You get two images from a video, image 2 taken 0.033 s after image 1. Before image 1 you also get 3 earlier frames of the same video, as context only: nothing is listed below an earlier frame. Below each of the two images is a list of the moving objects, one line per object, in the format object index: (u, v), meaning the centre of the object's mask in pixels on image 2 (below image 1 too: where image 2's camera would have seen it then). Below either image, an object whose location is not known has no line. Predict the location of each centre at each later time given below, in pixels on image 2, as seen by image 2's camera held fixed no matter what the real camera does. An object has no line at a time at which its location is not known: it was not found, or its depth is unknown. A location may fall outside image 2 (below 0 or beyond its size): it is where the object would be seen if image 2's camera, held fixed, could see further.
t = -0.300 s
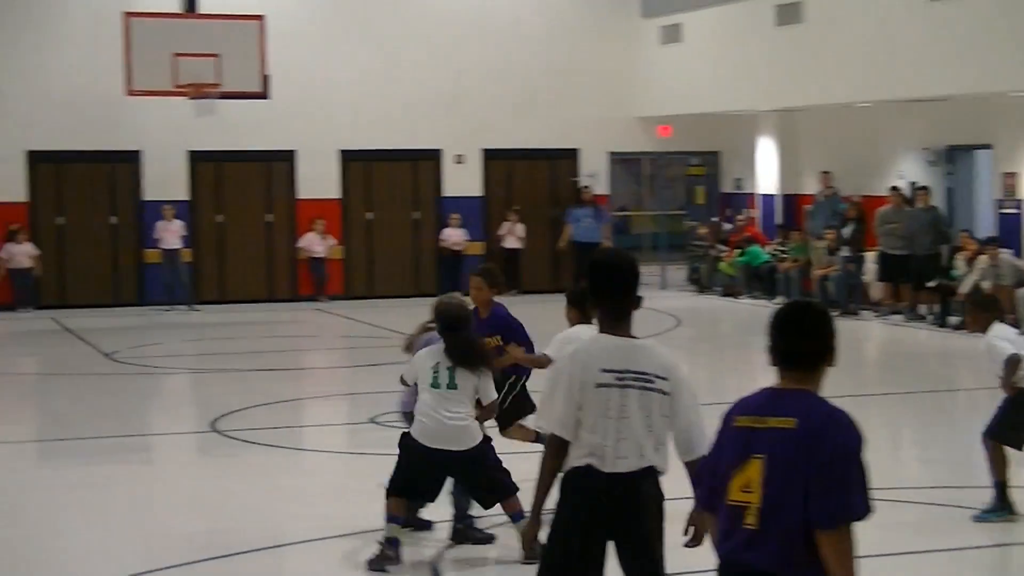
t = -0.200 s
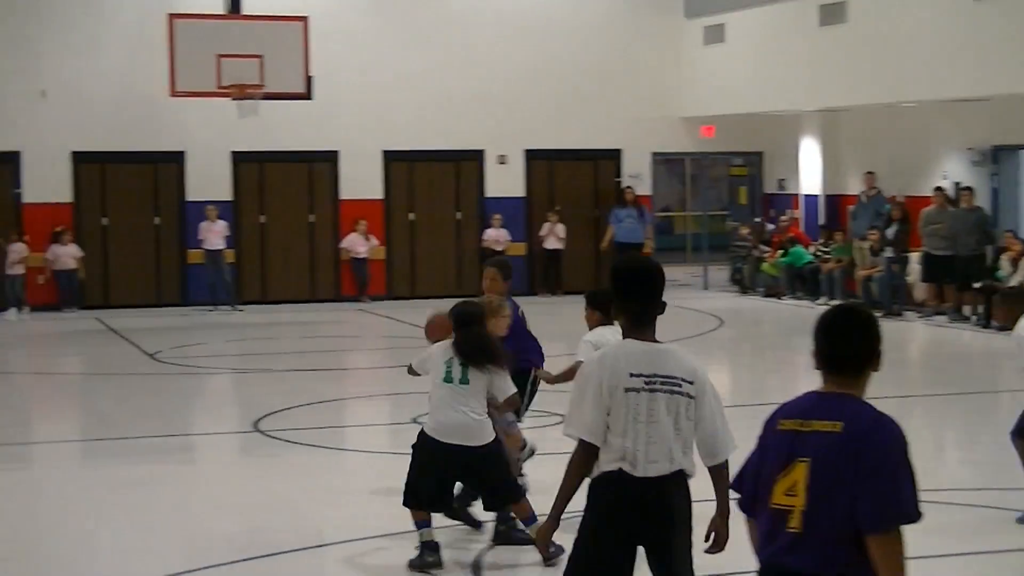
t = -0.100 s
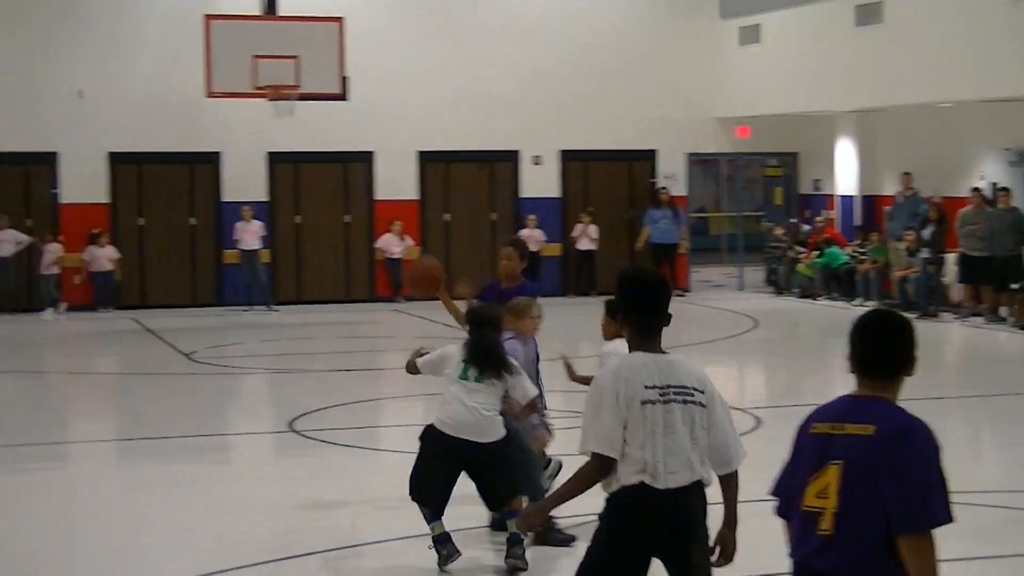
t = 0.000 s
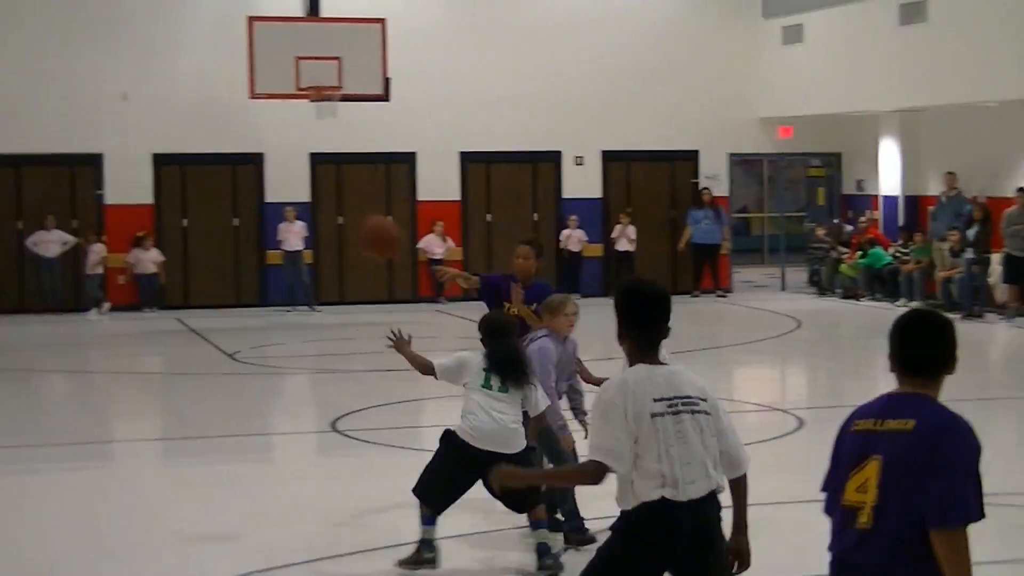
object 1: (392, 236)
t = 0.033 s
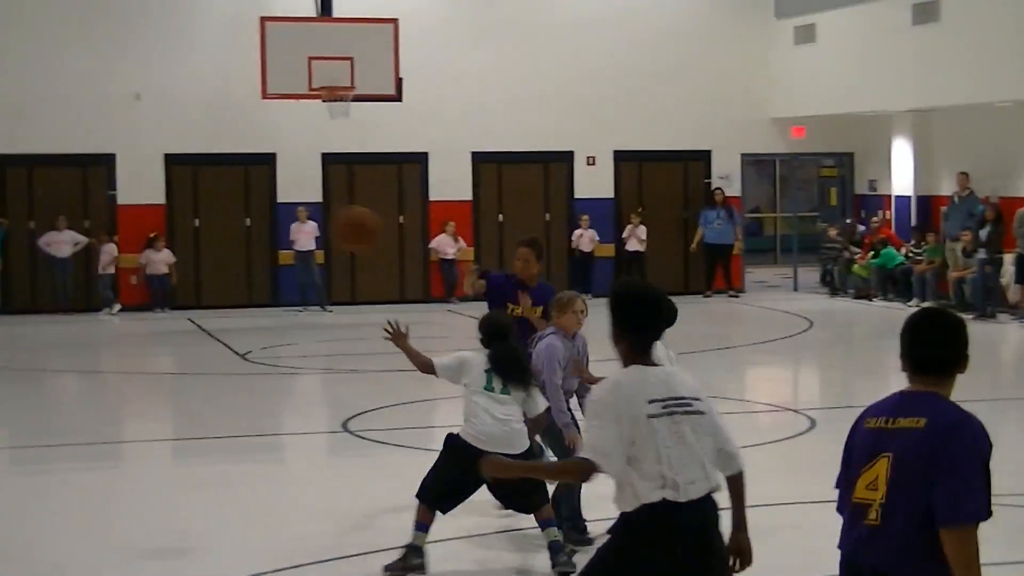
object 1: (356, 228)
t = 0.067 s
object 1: (324, 222)
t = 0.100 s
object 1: (279, 215)
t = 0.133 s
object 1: (244, 211)
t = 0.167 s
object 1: (200, 210)
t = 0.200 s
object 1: (157, 212)
